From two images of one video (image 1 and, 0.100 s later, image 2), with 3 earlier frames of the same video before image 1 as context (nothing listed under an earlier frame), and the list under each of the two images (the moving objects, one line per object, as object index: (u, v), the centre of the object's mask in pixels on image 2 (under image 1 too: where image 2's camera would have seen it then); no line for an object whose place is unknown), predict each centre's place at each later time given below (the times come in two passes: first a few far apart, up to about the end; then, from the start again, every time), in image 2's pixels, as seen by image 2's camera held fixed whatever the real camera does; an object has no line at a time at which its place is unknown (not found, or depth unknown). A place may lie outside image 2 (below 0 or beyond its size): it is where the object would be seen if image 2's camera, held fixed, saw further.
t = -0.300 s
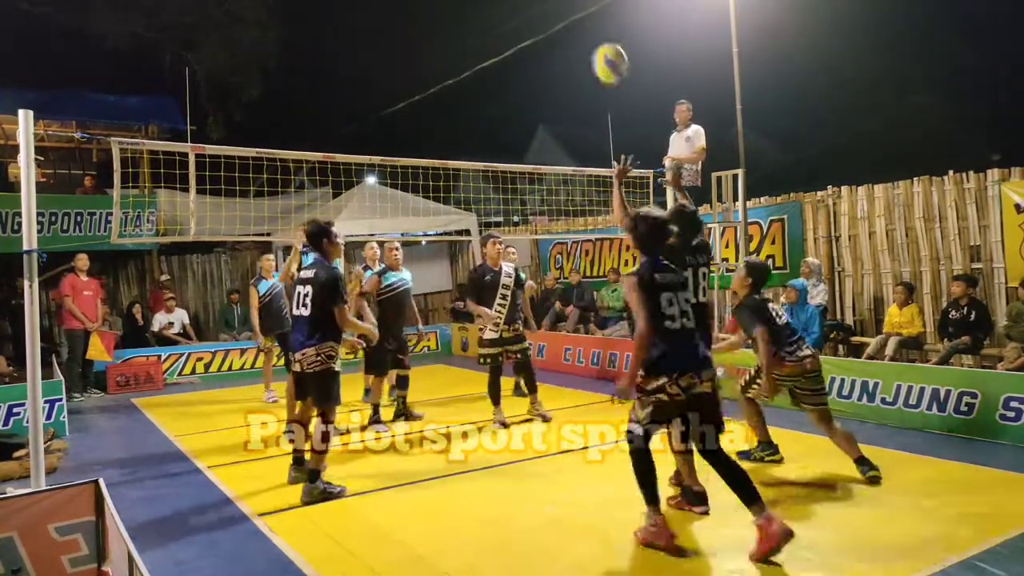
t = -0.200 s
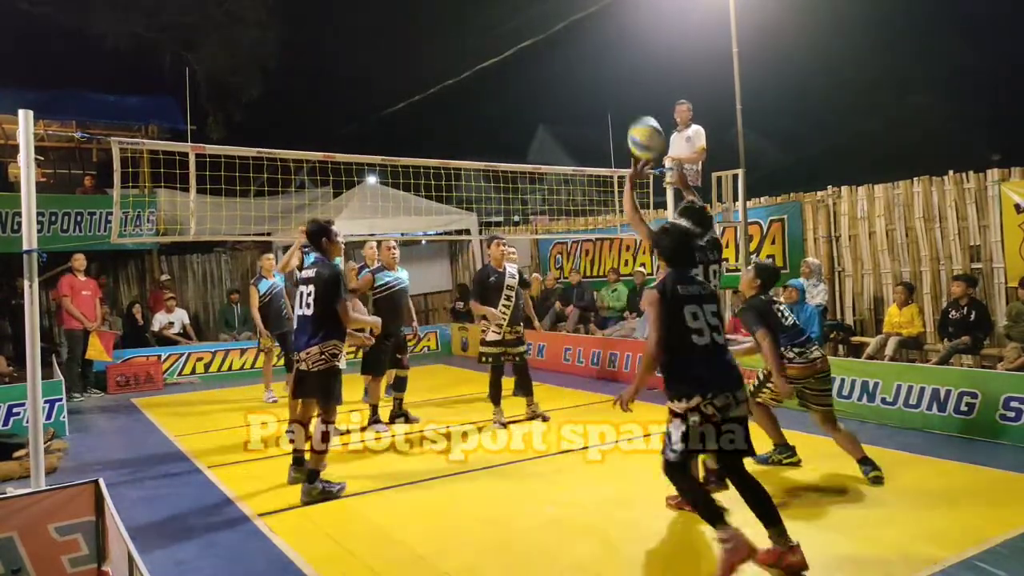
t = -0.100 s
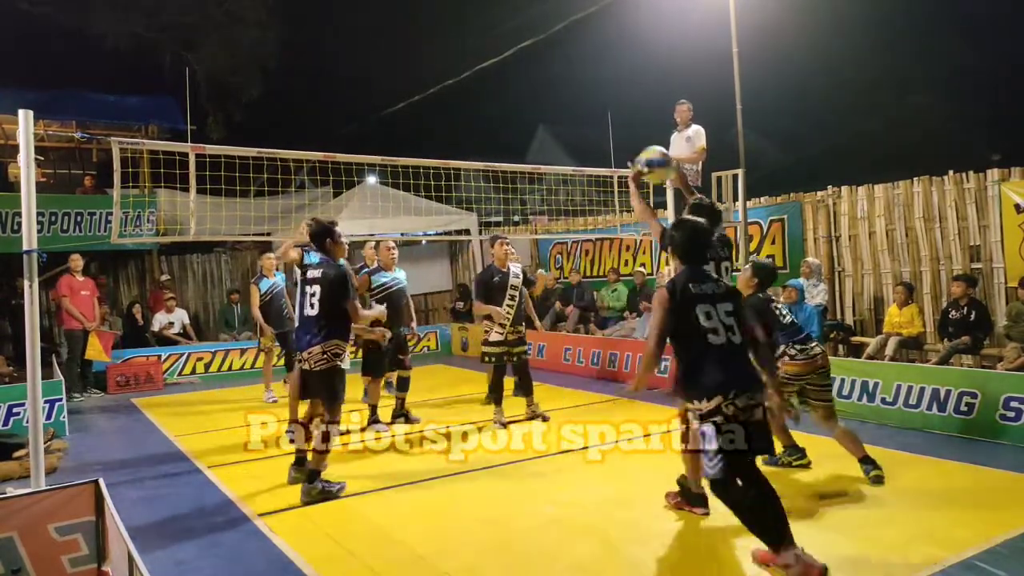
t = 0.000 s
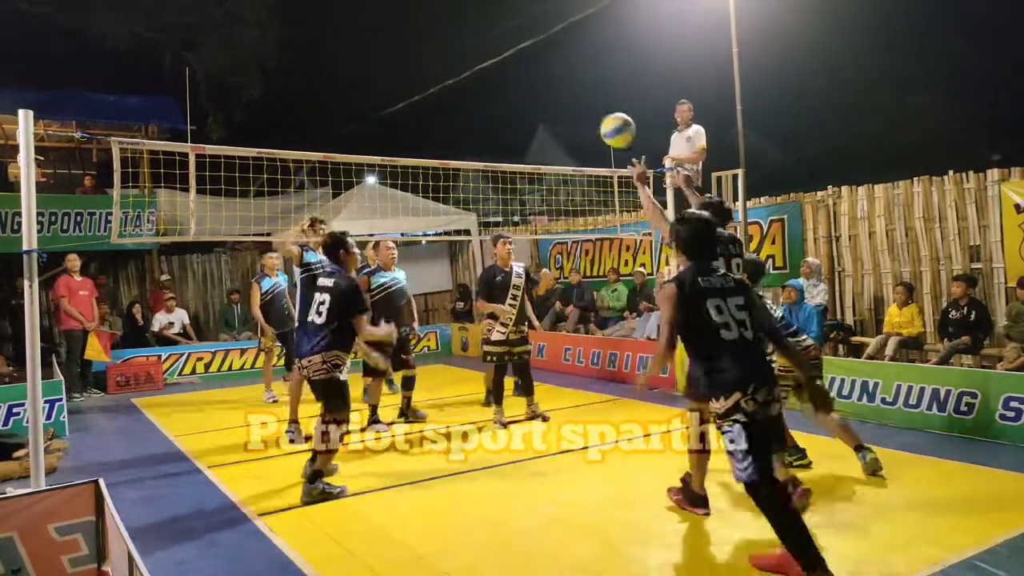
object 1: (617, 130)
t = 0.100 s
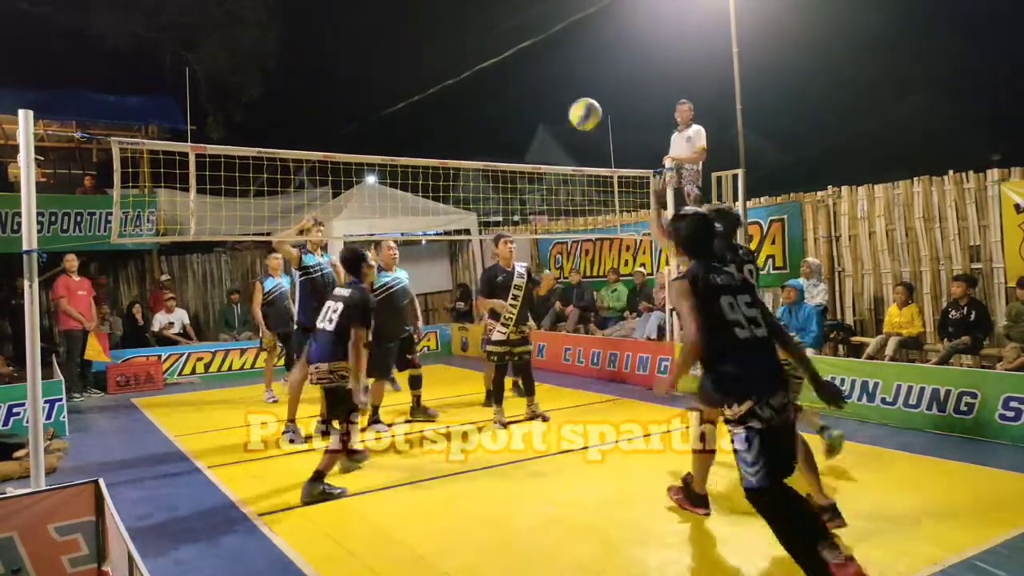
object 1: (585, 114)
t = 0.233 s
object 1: (551, 117)
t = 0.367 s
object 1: (521, 143)
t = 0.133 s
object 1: (576, 113)
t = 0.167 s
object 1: (566, 113)
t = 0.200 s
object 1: (559, 114)
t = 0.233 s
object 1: (551, 117)
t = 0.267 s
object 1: (543, 121)
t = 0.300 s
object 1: (534, 128)
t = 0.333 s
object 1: (528, 135)
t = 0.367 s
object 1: (521, 143)
